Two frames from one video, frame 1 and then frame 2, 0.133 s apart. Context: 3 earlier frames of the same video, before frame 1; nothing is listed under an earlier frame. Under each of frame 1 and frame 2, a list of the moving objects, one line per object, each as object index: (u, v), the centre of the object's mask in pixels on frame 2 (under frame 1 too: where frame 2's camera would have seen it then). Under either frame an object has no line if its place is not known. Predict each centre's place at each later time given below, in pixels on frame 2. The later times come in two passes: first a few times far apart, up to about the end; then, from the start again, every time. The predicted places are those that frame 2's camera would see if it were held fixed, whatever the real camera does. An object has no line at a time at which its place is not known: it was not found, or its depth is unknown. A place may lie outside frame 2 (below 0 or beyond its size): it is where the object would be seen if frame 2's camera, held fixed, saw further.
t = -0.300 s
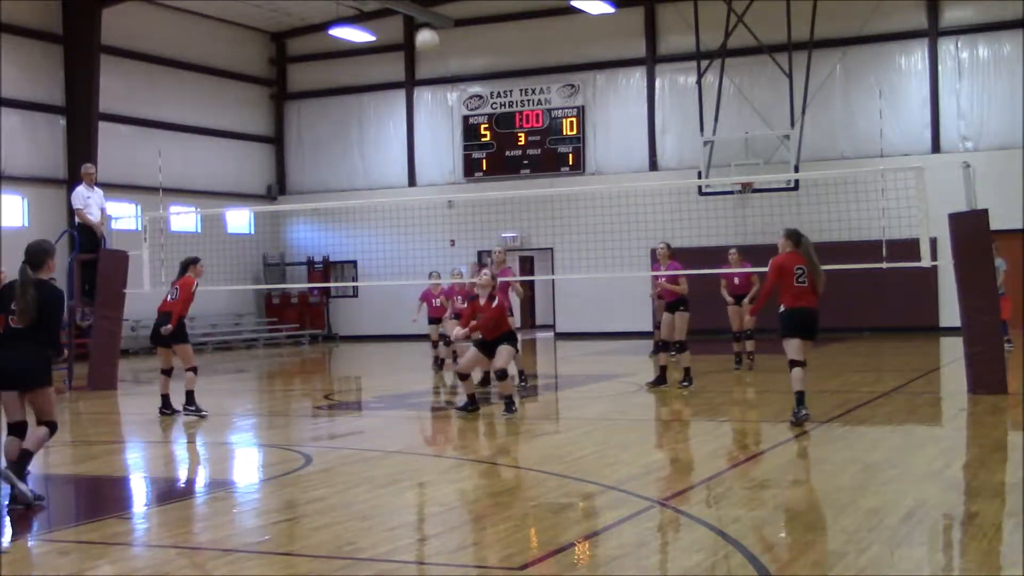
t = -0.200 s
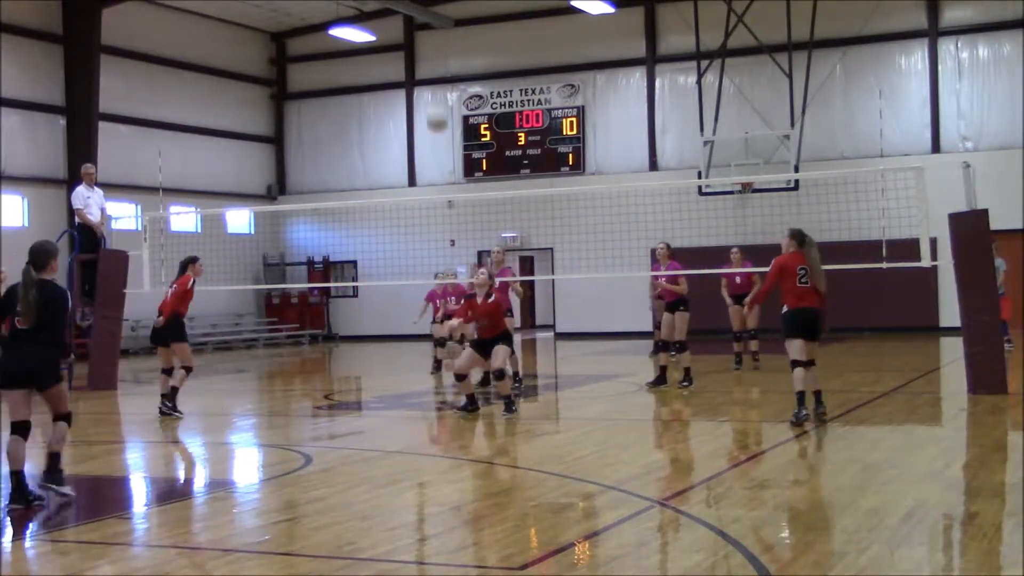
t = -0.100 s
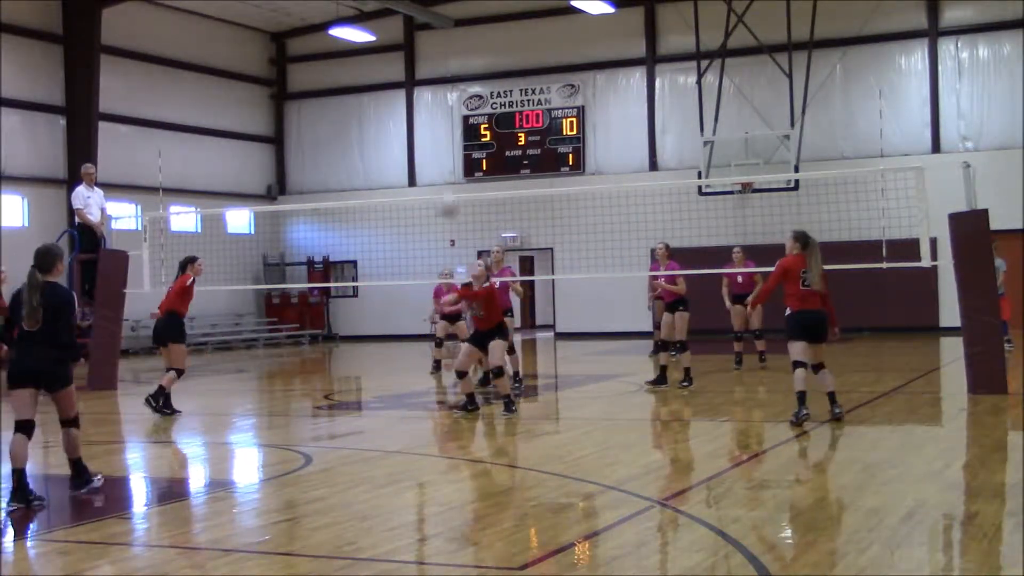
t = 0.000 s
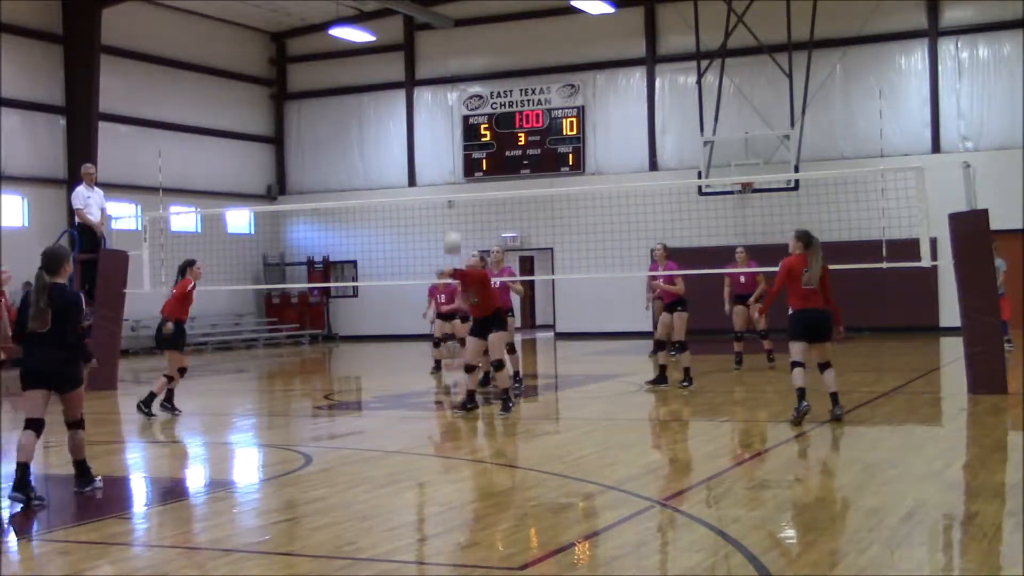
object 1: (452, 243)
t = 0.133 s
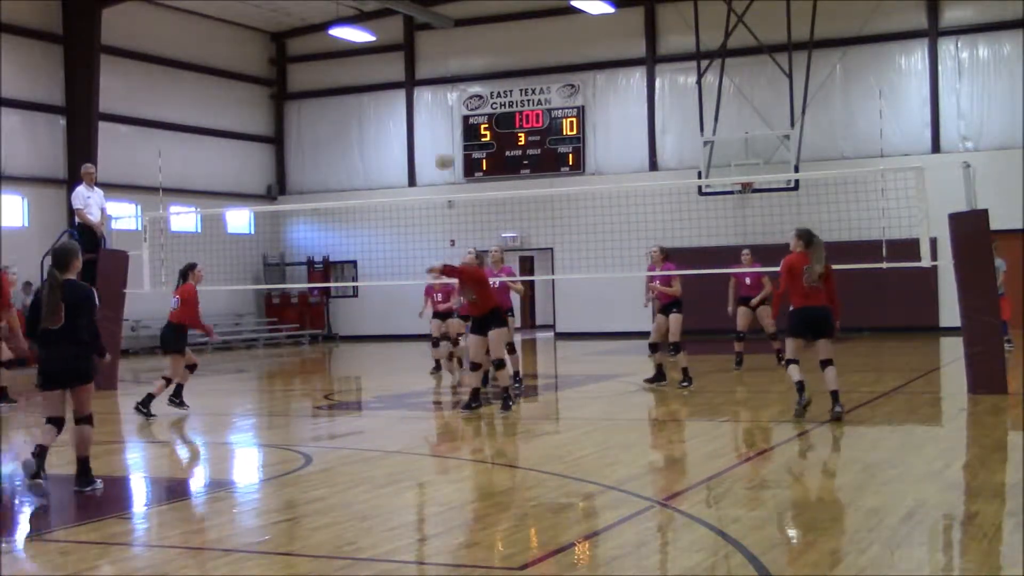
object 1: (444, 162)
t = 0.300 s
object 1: (436, 81)
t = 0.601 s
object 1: (425, 22)
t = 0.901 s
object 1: (418, 48)
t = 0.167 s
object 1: (442, 144)
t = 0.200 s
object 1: (441, 127)
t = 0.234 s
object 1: (439, 111)
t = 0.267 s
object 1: (438, 94)
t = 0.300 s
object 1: (436, 81)
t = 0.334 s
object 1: (434, 71)
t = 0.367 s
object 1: (433, 59)
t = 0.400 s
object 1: (432, 50)
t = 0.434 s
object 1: (431, 42)
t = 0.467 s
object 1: (430, 36)
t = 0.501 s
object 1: (428, 30)
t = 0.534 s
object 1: (427, 27)
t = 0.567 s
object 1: (426, 24)
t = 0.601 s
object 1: (425, 22)
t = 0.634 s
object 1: (424, 21)
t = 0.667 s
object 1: (424, 21)
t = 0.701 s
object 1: (422, 22)
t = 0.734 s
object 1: (422, 23)
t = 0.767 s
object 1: (421, 27)
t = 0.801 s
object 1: (420, 30)
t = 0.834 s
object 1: (419, 35)
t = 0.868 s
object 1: (418, 40)
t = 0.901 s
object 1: (418, 48)
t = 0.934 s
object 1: (417, 55)
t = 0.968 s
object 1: (417, 64)
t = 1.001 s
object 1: (416, 74)
